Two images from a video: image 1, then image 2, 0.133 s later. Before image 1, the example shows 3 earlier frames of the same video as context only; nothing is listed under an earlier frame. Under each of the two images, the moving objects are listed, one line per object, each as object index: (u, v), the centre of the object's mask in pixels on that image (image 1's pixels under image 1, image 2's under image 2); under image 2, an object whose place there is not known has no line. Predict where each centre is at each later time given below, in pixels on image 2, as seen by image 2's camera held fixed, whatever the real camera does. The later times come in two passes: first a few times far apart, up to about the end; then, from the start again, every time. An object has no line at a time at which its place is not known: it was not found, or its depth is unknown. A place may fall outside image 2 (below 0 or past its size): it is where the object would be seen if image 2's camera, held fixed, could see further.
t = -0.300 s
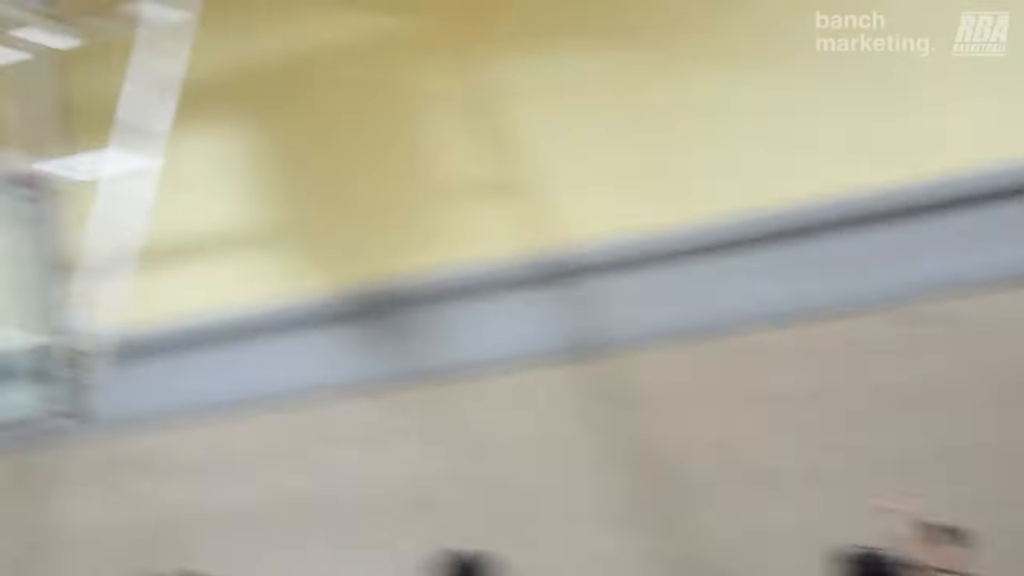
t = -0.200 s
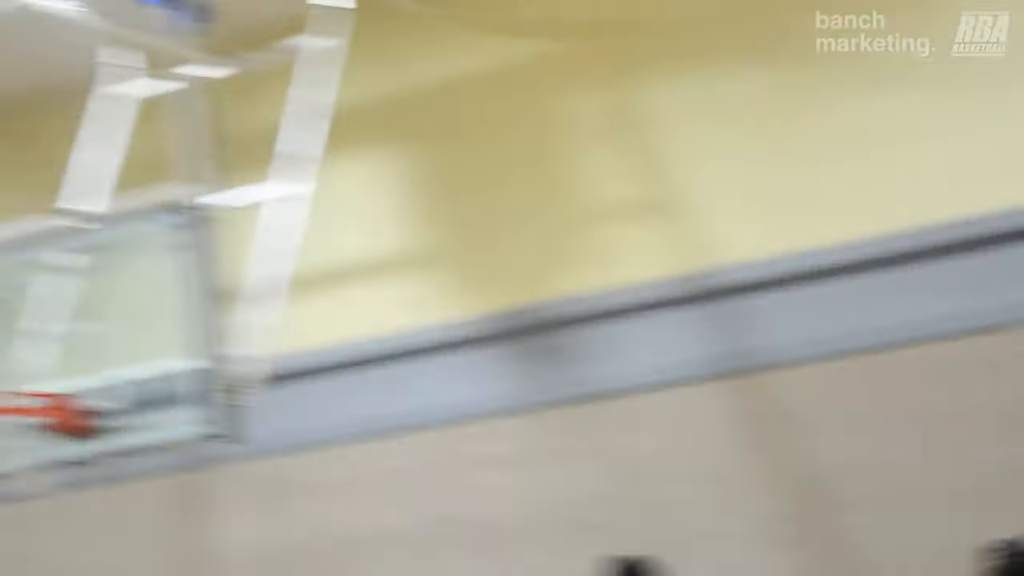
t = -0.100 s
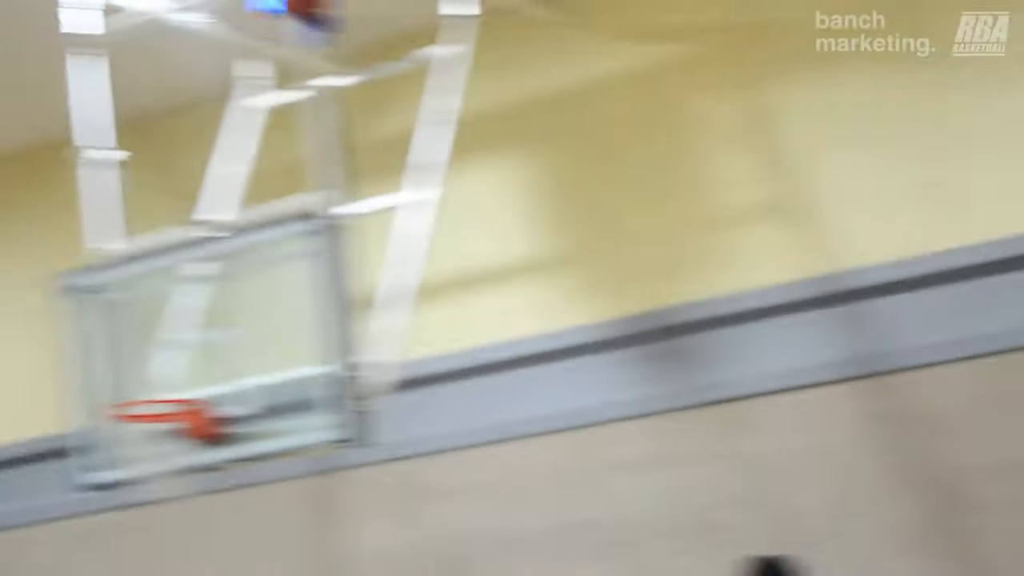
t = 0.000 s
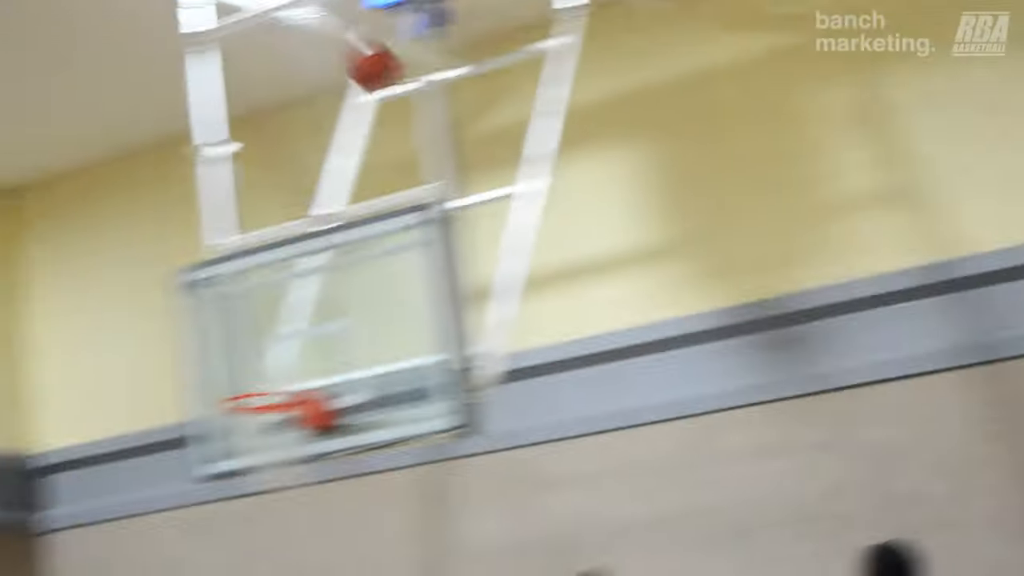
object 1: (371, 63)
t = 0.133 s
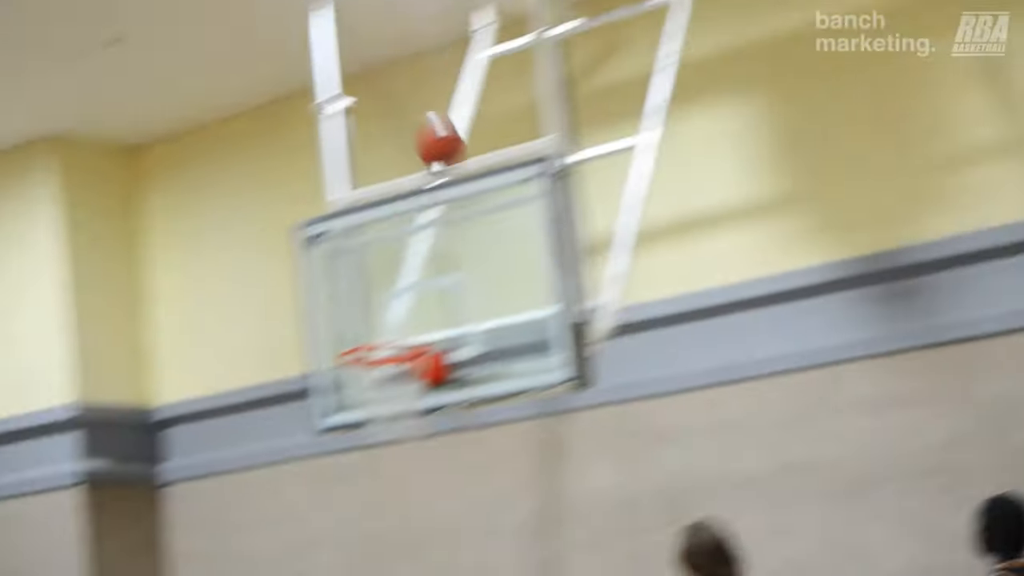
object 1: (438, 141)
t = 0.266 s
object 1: (397, 286)
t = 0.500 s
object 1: (353, 458)
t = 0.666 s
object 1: (337, 566)
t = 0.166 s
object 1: (428, 175)
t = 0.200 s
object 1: (418, 214)
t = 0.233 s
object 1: (407, 253)
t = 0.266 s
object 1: (397, 286)
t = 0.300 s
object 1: (386, 327)
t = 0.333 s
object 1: (378, 378)
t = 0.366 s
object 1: (369, 408)
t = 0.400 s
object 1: (365, 419)
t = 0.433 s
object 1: (361, 431)
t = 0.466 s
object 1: (357, 443)
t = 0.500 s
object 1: (353, 458)
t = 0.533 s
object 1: (350, 477)
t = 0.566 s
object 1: (347, 497)
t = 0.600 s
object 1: (344, 518)
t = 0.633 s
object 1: (341, 542)
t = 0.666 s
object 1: (337, 566)
